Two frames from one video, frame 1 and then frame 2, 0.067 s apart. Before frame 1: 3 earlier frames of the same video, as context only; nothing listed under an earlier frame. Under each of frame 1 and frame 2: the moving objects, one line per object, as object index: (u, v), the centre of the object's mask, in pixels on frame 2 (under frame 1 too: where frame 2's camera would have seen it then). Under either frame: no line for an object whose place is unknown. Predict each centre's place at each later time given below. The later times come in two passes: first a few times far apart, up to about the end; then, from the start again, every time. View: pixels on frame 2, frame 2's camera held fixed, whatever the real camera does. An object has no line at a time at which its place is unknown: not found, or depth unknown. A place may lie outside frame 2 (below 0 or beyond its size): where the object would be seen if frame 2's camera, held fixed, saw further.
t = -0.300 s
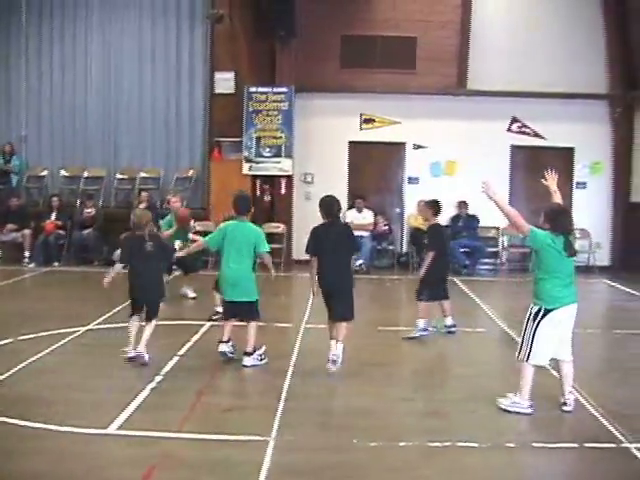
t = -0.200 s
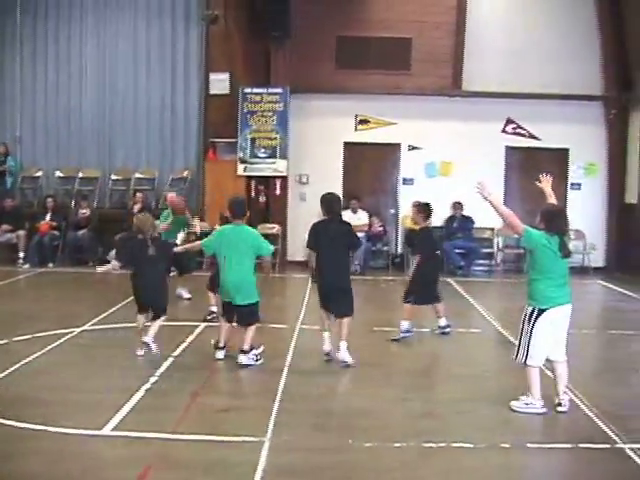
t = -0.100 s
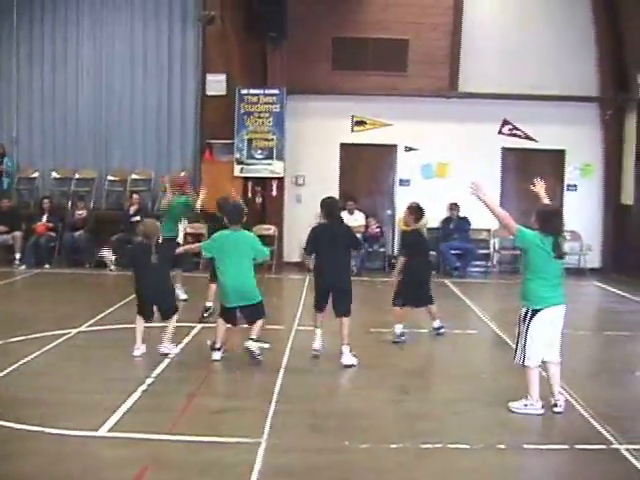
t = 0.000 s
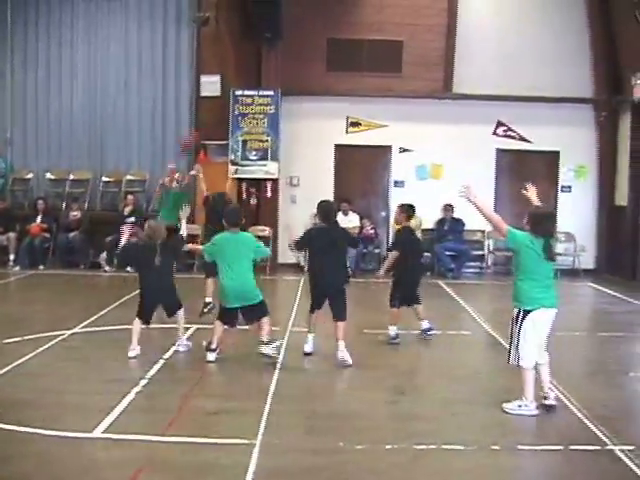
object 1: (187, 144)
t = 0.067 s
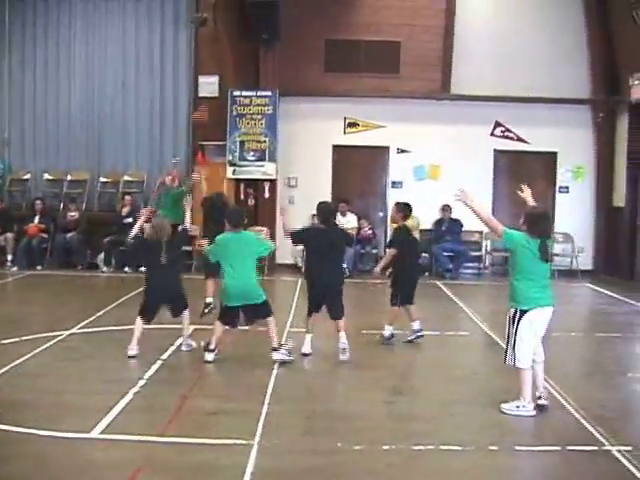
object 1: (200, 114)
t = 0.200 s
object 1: (231, 74)
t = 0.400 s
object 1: (282, 38)
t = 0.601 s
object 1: (340, 42)
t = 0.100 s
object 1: (207, 104)
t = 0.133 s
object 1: (216, 94)
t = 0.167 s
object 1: (223, 83)
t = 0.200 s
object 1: (231, 74)
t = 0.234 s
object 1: (239, 68)
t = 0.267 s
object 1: (248, 61)
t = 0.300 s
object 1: (256, 54)
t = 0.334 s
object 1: (264, 50)
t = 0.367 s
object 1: (272, 43)
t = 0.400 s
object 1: (282, 38)
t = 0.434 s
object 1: (291, 34)
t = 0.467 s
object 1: (301, 36)
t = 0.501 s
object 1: (310, 36)
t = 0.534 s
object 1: (321, 37)
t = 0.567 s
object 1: (329, 38)
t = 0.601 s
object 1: (340, 42)
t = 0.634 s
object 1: (351, 45)
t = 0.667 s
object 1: (361, 51)
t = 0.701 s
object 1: (374, 56)
